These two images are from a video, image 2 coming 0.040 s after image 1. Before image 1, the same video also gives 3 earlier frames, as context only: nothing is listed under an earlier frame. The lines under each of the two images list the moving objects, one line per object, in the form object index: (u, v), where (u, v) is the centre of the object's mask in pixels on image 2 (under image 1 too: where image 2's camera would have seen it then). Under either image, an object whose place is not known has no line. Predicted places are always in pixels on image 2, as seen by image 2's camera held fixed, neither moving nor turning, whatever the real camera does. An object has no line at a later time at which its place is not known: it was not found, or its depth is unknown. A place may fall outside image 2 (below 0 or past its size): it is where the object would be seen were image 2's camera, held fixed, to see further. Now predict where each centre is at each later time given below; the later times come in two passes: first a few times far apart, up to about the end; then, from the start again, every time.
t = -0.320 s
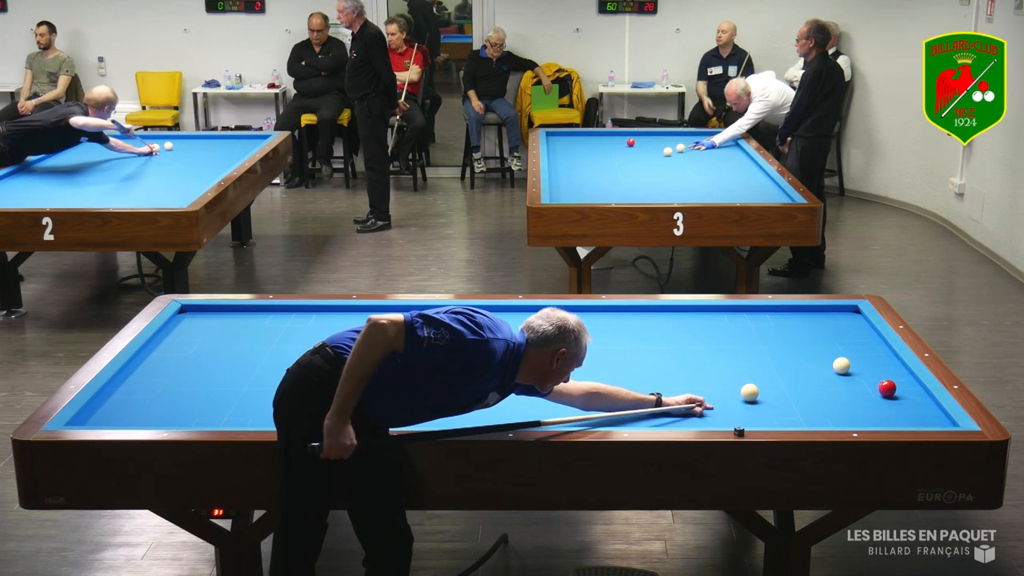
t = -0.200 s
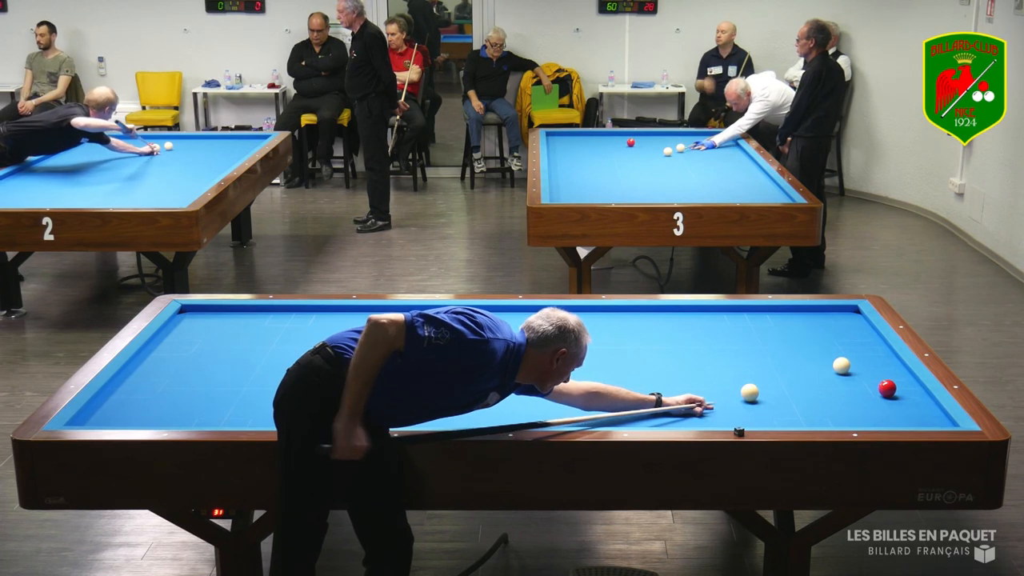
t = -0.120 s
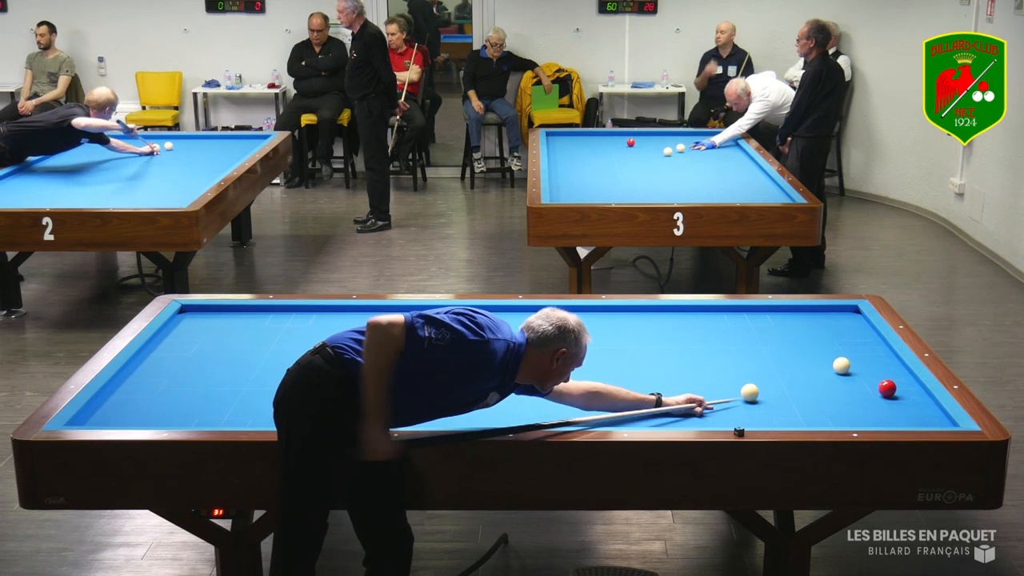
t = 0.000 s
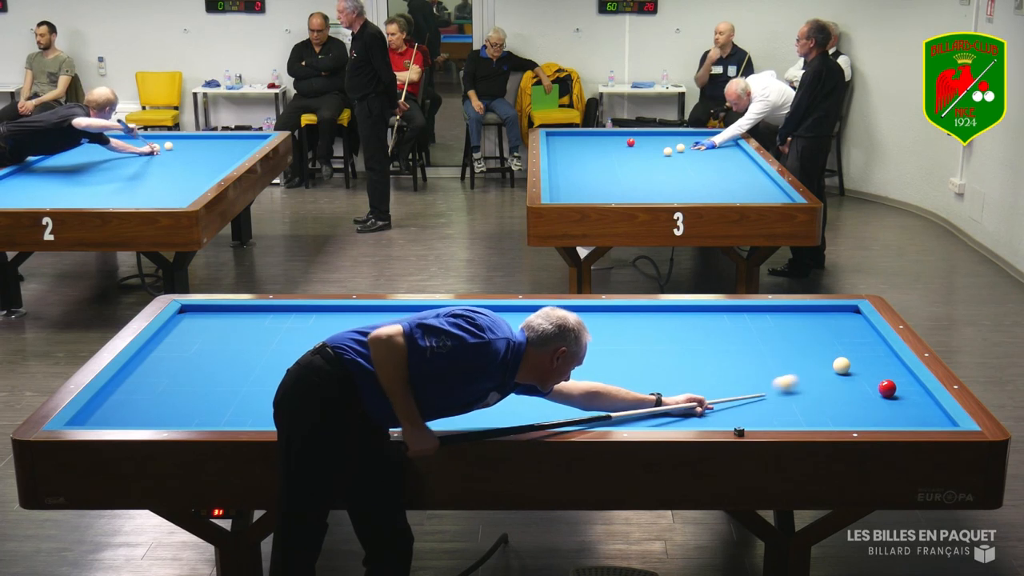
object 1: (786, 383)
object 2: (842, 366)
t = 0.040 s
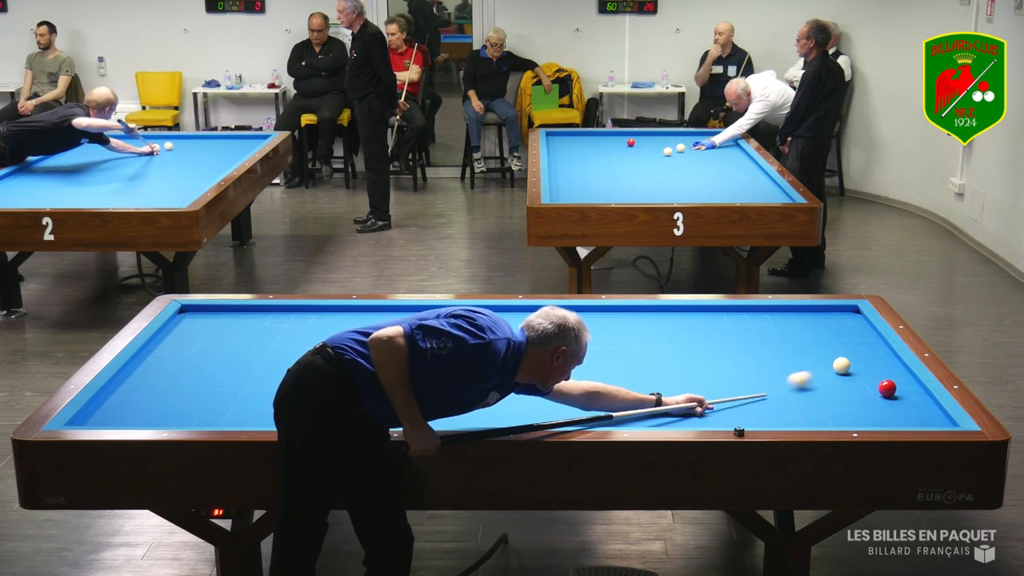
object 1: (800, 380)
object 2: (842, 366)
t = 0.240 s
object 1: (857, 372)
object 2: (842, 359)
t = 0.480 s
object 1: (902, 376)
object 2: (845, 346)
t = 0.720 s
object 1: (898, 382)
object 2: (847, 332)
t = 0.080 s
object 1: (813, 377)
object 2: (842, 366)
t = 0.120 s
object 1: (824, 374)
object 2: (842, 366)
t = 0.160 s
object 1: (836, 372)
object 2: (843, 363)
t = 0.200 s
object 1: (849, 371)
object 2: (841, 360)
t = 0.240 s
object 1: (857, 372)
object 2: (842, 359)
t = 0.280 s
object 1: (866, 373)
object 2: (843, 357)
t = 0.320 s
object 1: (874, 373)
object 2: (843, 355)
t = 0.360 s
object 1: (881, 373)
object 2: (844, 352)
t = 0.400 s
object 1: (888, 373)
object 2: (844, 350)
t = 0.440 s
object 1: (895, 375)
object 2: (844, 348)
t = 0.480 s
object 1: (902, 376)
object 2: (845, 346)
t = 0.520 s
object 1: (907, 377)
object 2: (845, 343)
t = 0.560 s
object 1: (906, 378)
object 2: (846, 341)
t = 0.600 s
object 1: (903, 379)
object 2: (846, 339)
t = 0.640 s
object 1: (901, 380)
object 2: (846, 337)
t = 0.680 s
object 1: (900, 381)
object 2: (847, 335)
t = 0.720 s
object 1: (898, 382)
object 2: (847, 332)
